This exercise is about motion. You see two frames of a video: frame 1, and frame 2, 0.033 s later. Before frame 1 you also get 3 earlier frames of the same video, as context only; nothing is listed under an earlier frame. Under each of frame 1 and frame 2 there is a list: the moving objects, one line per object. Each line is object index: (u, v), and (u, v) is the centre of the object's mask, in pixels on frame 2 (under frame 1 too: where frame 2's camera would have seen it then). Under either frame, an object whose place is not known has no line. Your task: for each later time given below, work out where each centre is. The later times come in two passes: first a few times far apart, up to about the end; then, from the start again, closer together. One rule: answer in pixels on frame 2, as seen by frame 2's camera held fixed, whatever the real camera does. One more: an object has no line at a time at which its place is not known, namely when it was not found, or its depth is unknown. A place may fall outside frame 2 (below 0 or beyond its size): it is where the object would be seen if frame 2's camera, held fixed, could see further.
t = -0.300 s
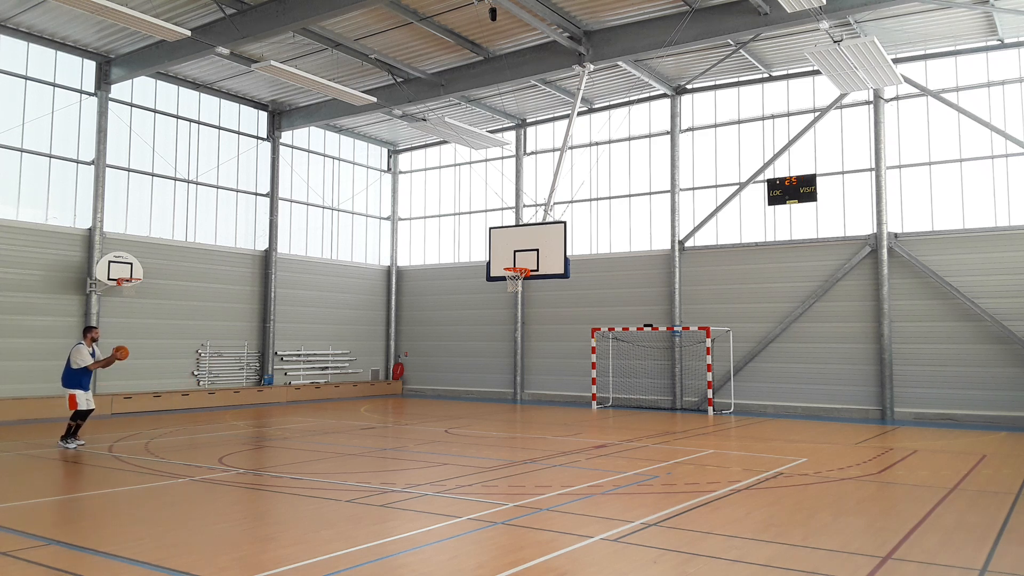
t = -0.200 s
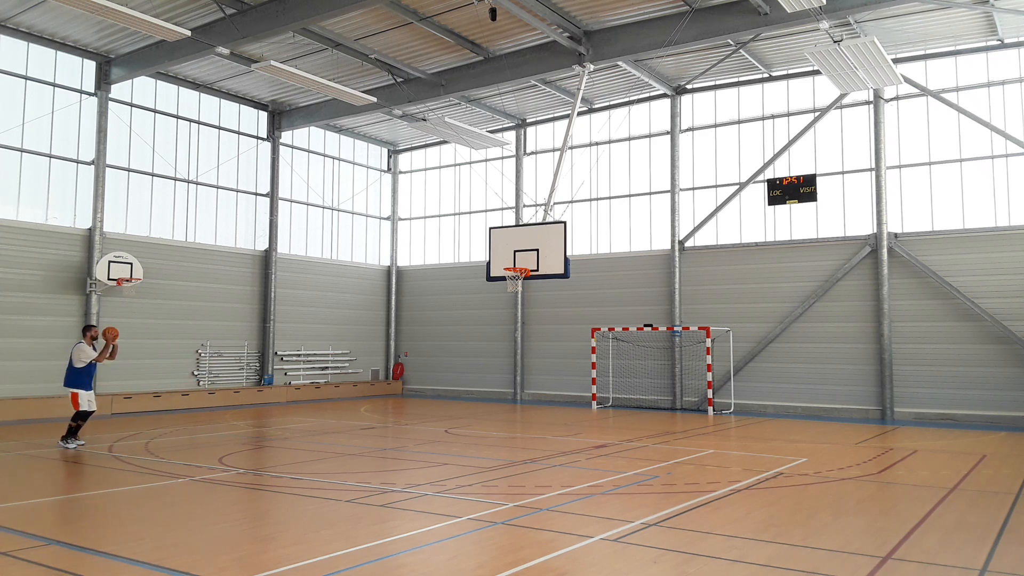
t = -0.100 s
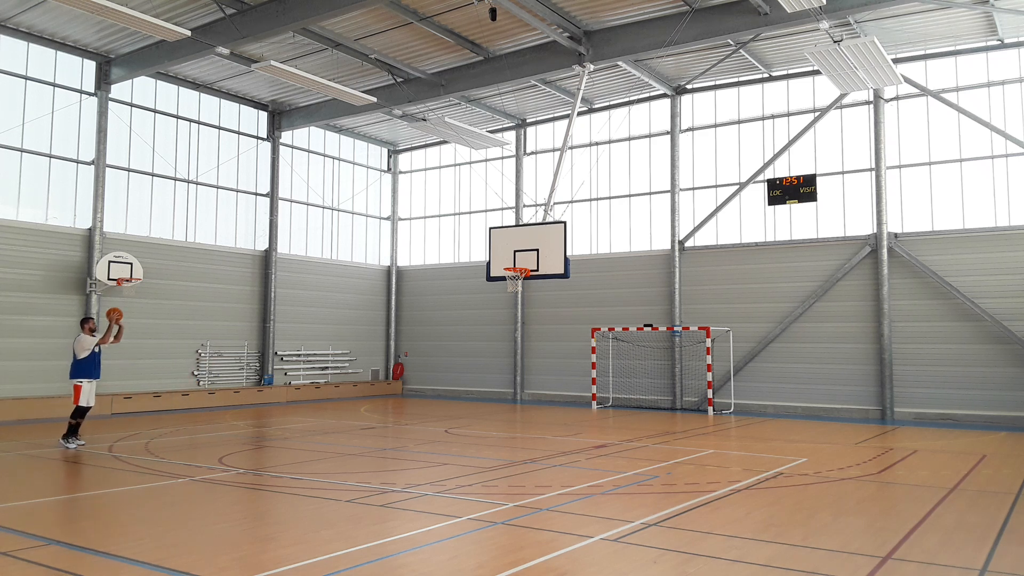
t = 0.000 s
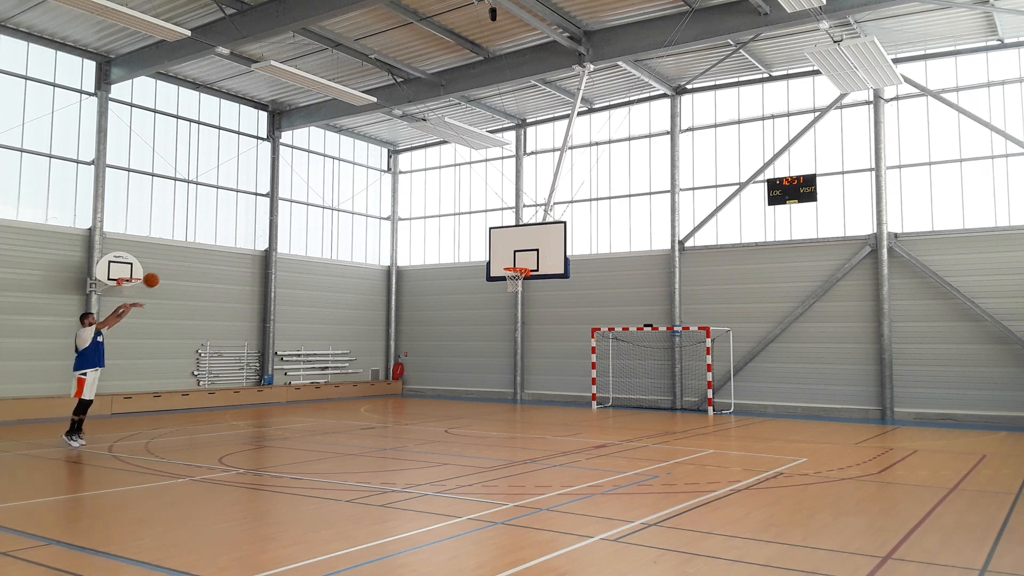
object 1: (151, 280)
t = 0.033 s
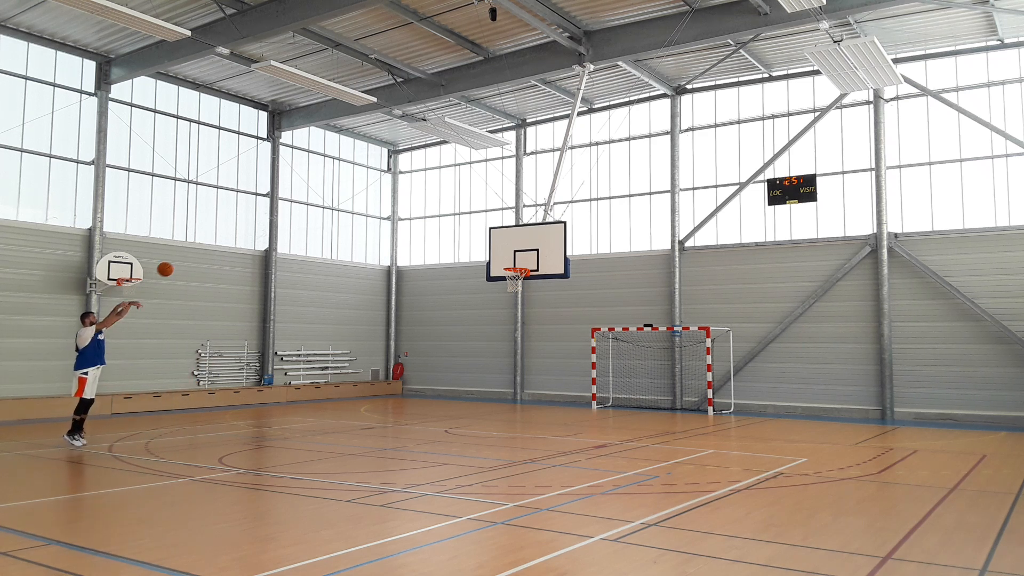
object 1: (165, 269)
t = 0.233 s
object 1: (245, 220)
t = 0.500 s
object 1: (338, 193)
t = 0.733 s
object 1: (411, 201)
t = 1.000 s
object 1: (486, 244)
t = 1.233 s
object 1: (524, 253)
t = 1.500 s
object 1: (517, 231)
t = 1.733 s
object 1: (505, 239)
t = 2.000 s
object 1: (492, 281)
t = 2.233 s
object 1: (479, 349)
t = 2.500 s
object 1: (470, 399)
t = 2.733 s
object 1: (476, 337)
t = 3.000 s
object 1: (482, 301)
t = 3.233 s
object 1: (487, 299)
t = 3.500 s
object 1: (492, 330)
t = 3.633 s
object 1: (495, 359)
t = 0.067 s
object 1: (179, 259)
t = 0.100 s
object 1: (193, 250)
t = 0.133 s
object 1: (206, 241)
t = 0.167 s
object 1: (219, 233)
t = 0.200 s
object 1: (232, 226)
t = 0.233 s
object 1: (245, 220)
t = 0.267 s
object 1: (257, 214)
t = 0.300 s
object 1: (270, 209)
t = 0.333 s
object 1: (281, 205)
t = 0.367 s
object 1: (293, 201)
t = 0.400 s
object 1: (304, 198)
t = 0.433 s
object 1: (316, 196)
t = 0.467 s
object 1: (327, 194)
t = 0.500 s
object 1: (338, 193)
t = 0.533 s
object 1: (349, 192)
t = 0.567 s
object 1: (359, 193)
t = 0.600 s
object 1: (370, 193)
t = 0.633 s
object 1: (380, 194)
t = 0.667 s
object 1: (391, 196)
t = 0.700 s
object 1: (401, 198)
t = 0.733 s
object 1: (411, 201)
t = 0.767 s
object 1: (420, 205)
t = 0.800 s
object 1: (430, 209)
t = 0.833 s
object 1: (440, 213)
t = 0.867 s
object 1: (449, 218)
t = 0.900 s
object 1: (458, 224)
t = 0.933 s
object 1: (468, 230)
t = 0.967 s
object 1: (477, 236)
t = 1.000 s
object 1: (486, 244)
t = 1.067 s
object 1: (504, 259)
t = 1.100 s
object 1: (511, 262)
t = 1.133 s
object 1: (518, 263)
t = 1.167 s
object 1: (524, 263)
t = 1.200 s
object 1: (524, 259)
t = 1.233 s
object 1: (524, 253)
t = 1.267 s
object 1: (524, 249)
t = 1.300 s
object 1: (524, 245)
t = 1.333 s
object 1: (525, 241)
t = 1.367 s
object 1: (523, 238)
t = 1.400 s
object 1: (521, 235)
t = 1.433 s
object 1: (520, 233)
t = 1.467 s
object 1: (518, 232)
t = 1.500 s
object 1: (517, 231)
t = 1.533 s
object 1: (515, 230)
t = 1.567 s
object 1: (514, 230)
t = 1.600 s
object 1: (512, 231)
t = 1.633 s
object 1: (510, 232)
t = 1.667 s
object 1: (509, 233)
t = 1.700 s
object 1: (507, 236)
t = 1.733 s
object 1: (505, 239)
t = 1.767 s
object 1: (504, 242)
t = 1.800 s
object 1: (502, 246)
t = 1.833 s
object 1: (500, 250)
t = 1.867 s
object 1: (499, 255)
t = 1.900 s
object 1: (497, 261)
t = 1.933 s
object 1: (495, 267)
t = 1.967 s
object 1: (494, 274)
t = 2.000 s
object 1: (492, 281)
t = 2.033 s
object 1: (490, 289)
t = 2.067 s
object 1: (488, 298)
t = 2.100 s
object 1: (487, 307)
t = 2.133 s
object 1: (485, 316)
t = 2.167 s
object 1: (483, 327)
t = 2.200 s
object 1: (481, 337)
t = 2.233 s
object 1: (479, 349)
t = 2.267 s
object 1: (477, 361)
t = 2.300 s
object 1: (475, 374)
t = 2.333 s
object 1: (473, 387)
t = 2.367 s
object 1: (471, 401)
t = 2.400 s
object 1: (469, 415)
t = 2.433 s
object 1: (468, 422)
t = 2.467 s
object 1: (469, 410)
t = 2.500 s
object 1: (470, 399)
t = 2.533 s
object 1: (471, 388)
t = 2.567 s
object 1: (472, 378)
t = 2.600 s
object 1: (473, 369)
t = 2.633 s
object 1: (473, 360)
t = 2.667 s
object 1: (474, 351)
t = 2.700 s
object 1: (475, 344)
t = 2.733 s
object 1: (476, 337)
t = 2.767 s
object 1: (477, 330)
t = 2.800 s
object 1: (477, 324)
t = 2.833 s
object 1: (478, 319)
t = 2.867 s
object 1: (479, 314)
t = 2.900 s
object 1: (480, 310)
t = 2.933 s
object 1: (481, 306)
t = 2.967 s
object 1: (481, 303)
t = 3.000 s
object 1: (482, 301)
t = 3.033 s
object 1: (483, 299)
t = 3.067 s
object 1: (483, 297)
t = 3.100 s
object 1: (484, 297)
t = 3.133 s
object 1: (485, 297)
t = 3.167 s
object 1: (486, 297)
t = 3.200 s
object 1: (487, 298)
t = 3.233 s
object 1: (487, 299)
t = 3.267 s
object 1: (488, 301)
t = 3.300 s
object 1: (488, 303)
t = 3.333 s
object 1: (489, 306)
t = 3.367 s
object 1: (490, 310)
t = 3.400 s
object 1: (490, 314)
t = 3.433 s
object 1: (491, 319)
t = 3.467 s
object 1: (492, 324)
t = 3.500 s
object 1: (492, 330)
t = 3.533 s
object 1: (493, 336)
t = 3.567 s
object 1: (494, 343)
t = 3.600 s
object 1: (494, 351)
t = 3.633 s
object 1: (495, 359)
